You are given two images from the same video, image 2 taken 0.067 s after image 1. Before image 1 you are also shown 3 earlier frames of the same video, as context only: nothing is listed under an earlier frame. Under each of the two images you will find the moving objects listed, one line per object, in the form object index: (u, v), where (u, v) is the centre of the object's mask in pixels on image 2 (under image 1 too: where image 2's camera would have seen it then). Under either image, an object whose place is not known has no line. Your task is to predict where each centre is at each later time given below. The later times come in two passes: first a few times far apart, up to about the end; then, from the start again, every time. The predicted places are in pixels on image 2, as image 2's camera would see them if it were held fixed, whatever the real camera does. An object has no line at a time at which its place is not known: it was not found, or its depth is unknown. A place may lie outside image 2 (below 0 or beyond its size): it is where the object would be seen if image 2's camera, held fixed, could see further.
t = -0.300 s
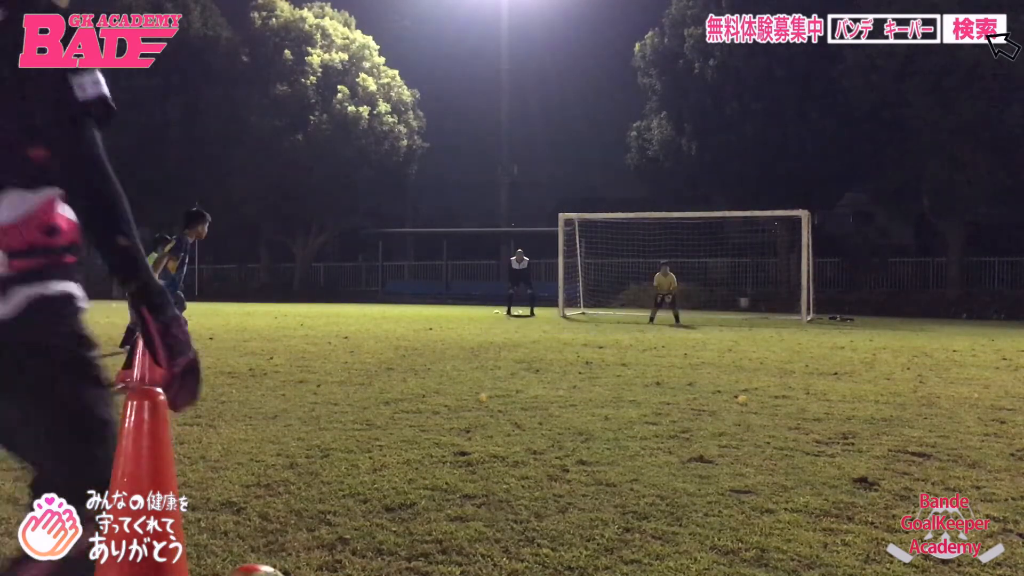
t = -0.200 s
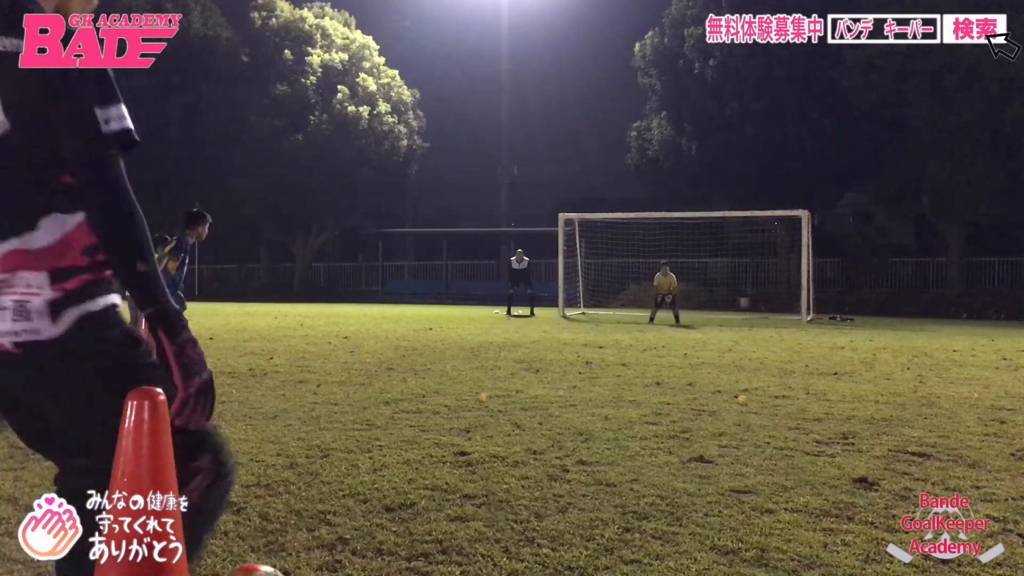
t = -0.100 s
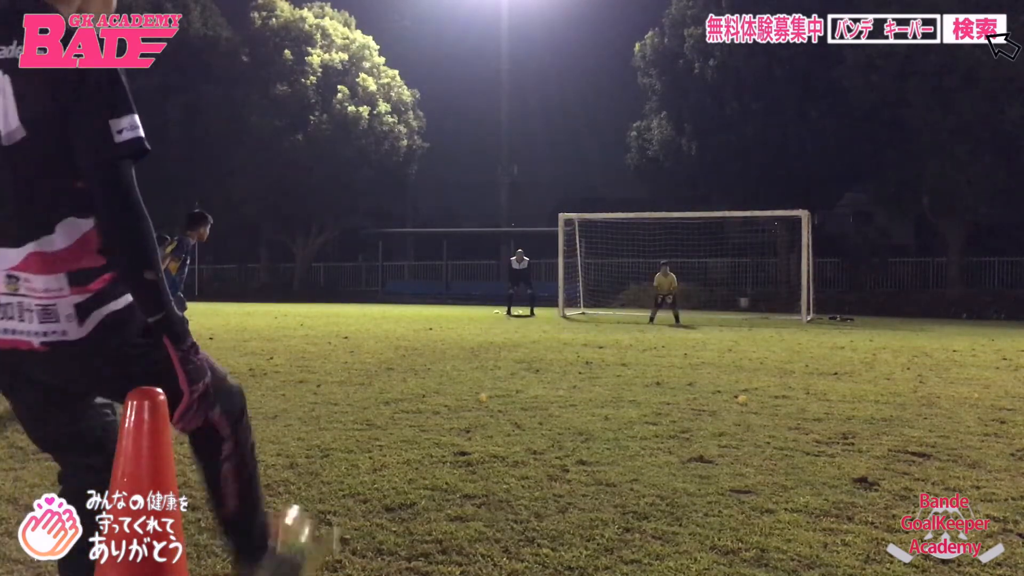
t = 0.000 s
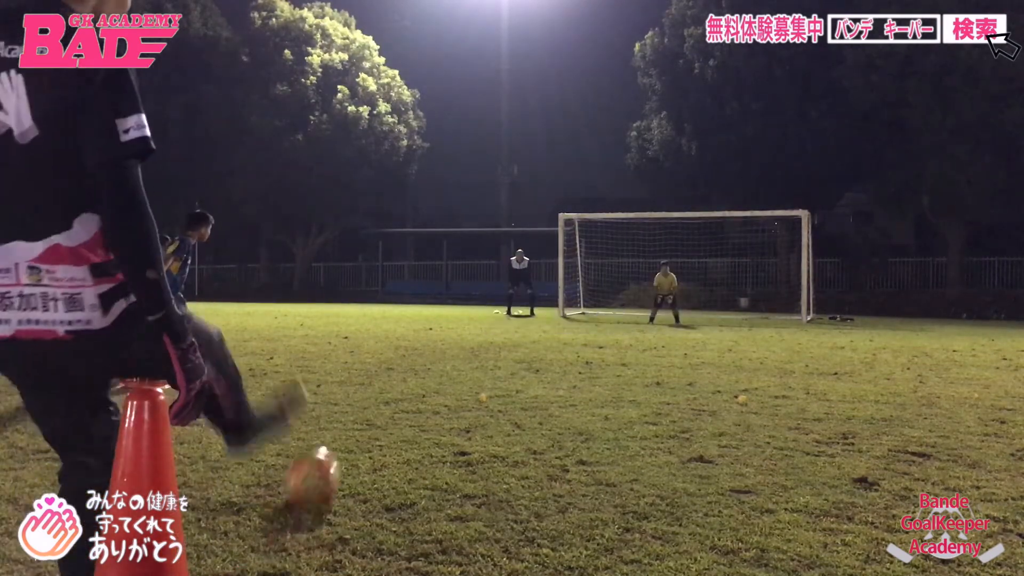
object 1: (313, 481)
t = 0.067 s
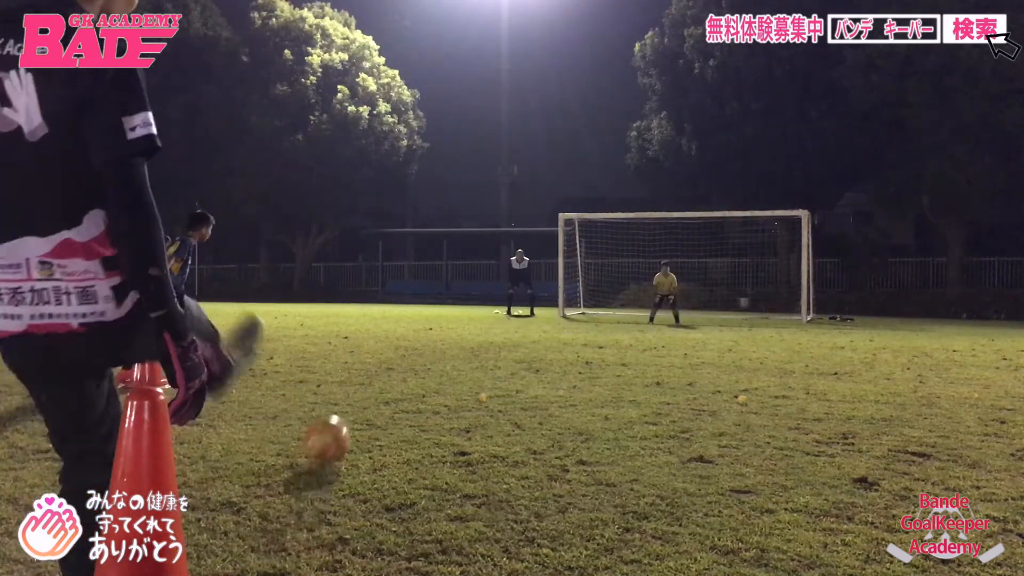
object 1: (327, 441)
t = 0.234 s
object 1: (346, 399)
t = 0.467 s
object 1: (358, 370)
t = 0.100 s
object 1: (329, 430)
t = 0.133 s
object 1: (336, 422)
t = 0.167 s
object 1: (340, 416)
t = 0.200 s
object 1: (341, 411)
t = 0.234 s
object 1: (346, 399)
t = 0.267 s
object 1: (348, 390)
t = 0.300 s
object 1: (350, 385)
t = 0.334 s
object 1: (352, 383)
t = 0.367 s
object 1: (355, 380)
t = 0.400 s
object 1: (357, 380)
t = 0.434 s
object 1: (356, 378)
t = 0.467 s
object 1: (358, 370)
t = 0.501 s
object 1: (359, 366)
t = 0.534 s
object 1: (360, 362)
